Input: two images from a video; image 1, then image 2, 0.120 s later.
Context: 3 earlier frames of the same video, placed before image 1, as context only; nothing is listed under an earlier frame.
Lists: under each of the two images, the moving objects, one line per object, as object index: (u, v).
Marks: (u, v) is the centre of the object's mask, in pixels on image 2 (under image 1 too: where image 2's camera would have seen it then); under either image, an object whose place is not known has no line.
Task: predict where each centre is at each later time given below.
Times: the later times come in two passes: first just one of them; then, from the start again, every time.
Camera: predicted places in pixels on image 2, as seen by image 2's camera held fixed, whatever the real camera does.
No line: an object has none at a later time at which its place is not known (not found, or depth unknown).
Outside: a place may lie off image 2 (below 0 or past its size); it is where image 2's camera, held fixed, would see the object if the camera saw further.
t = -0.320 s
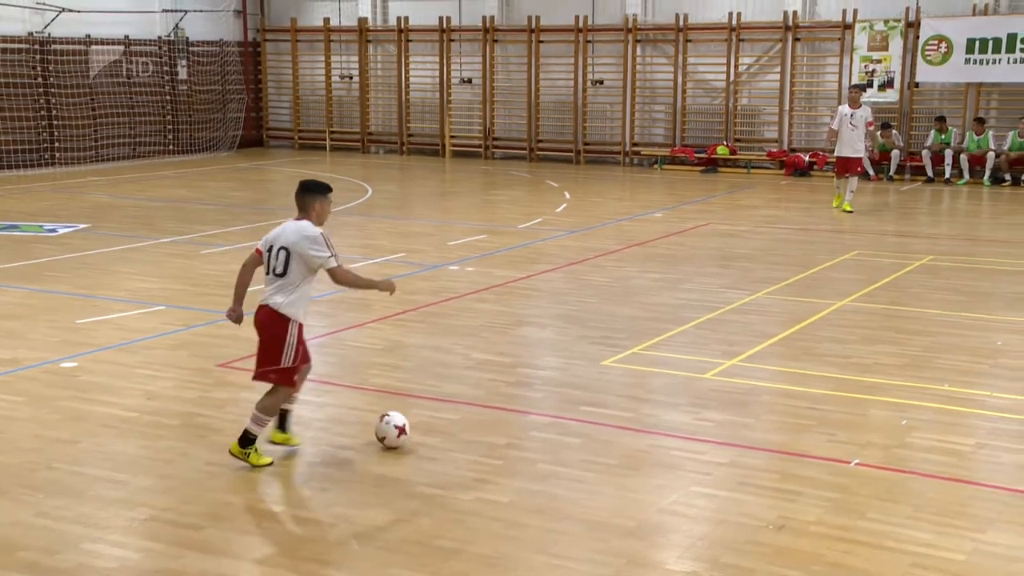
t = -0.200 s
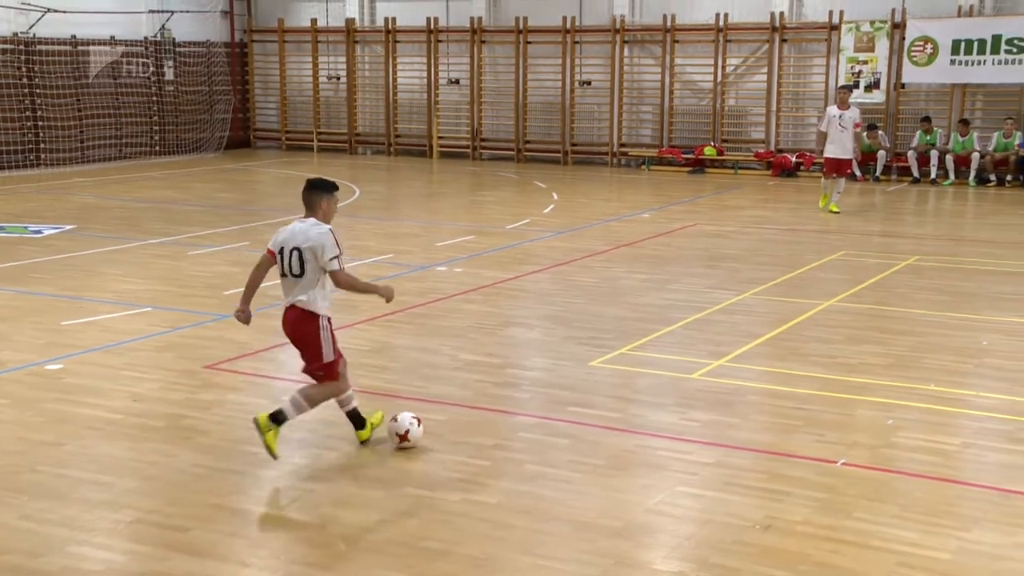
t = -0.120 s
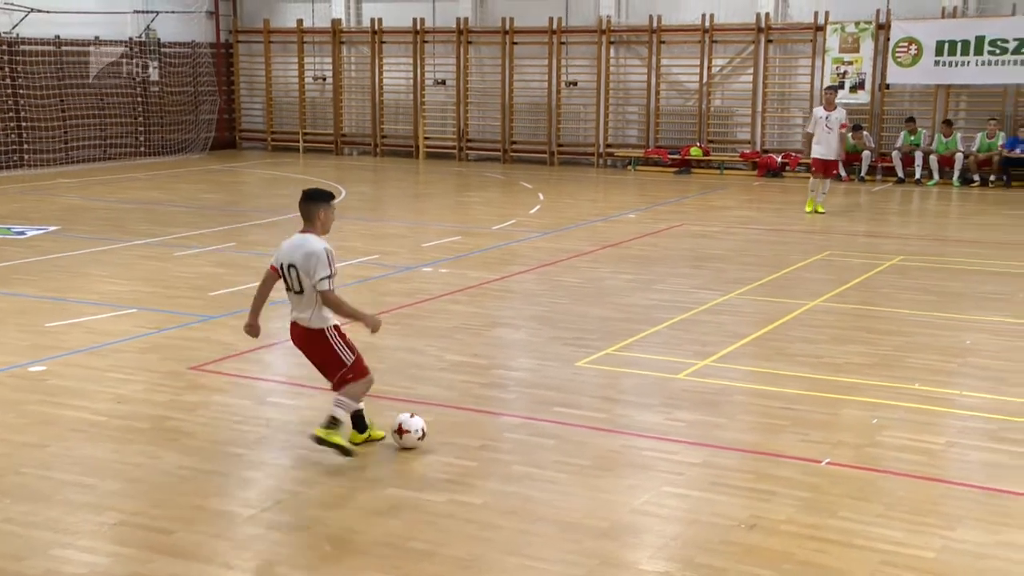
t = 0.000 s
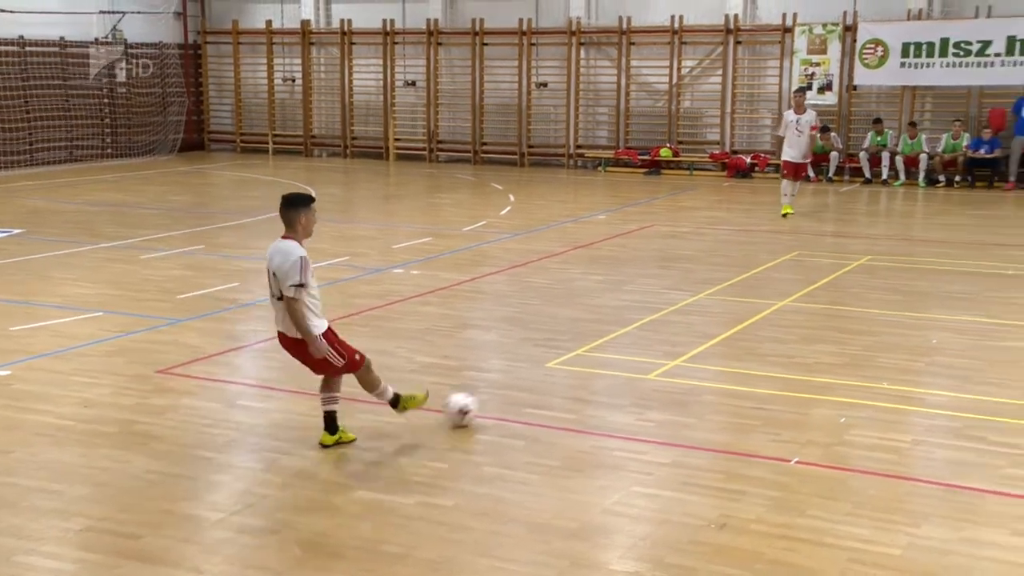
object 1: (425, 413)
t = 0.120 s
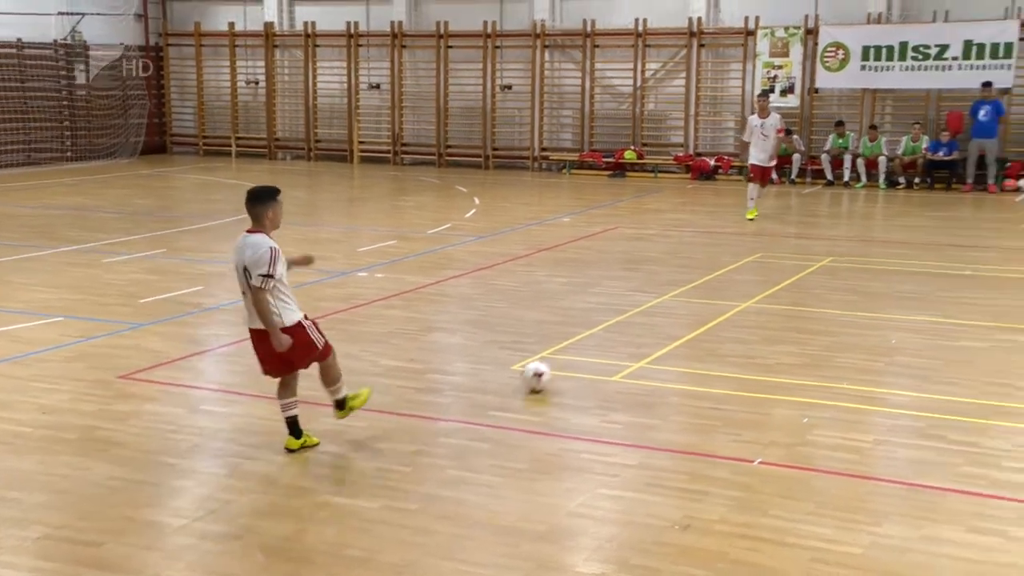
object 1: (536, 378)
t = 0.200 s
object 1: (593, 358)
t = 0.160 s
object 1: (566, 368)
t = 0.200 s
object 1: (593, 358)
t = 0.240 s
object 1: (619, 349)
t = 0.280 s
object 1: (641, 343)
